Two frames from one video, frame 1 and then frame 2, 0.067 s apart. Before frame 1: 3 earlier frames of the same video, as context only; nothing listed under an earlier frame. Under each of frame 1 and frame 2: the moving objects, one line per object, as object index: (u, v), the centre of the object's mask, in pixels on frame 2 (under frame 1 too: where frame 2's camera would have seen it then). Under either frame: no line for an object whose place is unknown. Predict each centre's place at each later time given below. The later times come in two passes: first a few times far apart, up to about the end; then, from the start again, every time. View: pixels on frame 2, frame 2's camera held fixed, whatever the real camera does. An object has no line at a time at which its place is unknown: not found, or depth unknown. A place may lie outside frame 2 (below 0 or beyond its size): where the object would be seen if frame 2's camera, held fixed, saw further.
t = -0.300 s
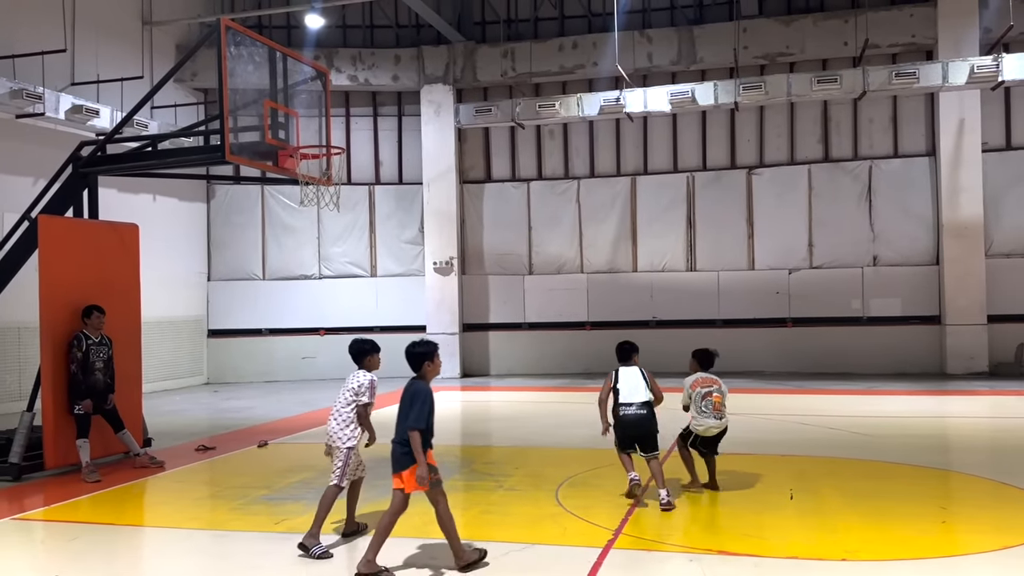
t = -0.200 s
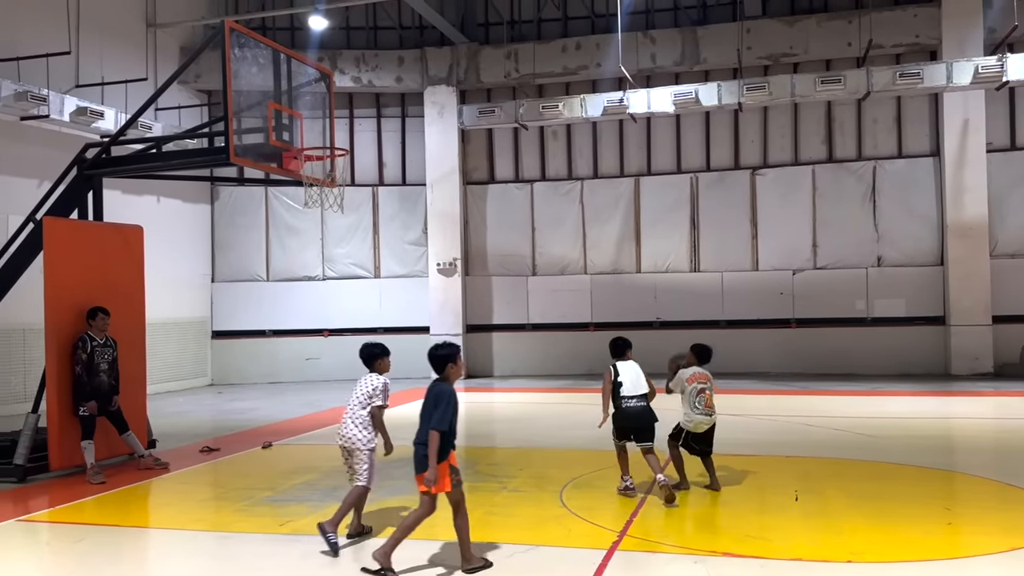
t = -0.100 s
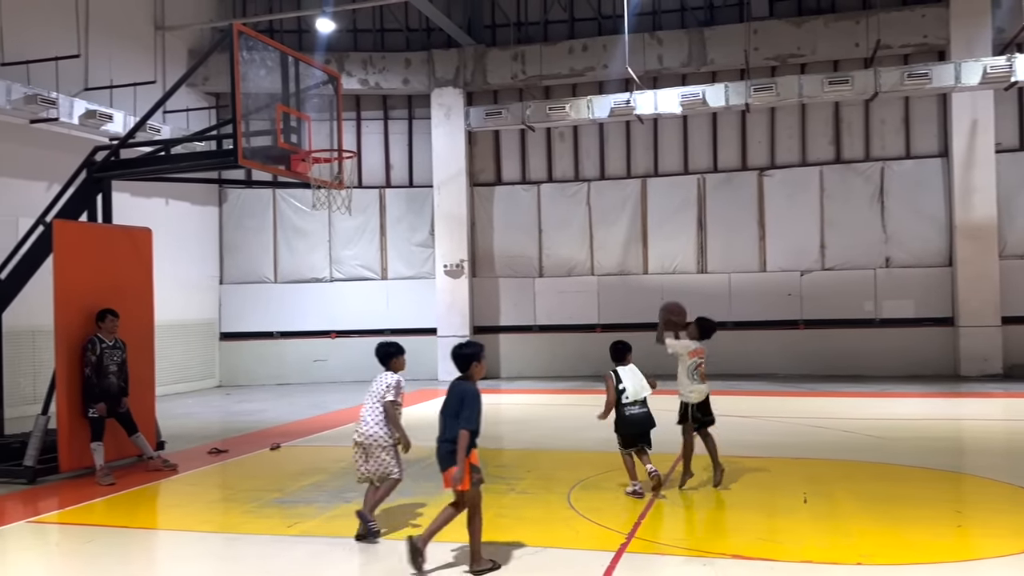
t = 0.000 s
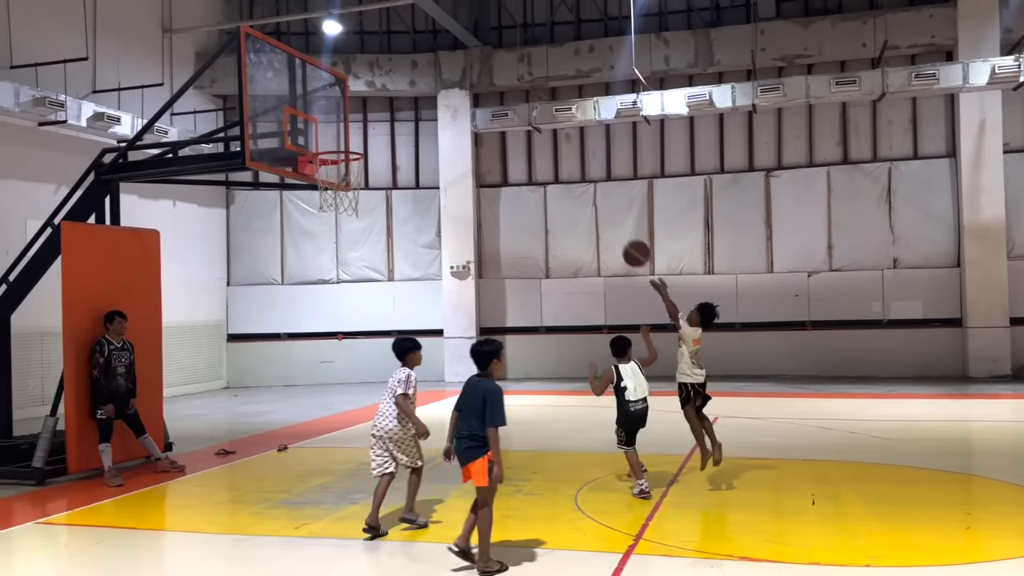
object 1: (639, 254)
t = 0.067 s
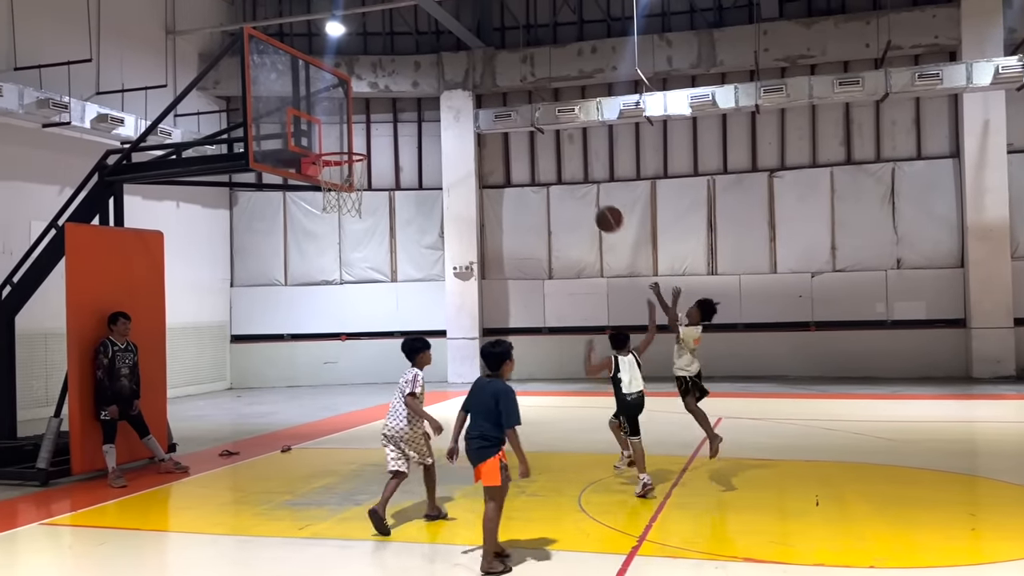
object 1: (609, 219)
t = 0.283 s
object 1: (517, 143)
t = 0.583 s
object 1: (403, 123)
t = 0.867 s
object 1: (347, 167)
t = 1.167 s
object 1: (365, 197)
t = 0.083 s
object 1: (601, 211)
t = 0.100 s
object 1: (594, 204)
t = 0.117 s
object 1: (587, 196)
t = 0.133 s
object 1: (579, 190)
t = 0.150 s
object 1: (572, 183)
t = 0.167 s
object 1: (565, 177)
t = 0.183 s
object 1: (558, 171)
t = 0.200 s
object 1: (551, 166)
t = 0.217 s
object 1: (544, 161)
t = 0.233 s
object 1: (537, 156)
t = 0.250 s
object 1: (530, 151)
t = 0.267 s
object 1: (524, 146)
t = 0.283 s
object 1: (517, 143)
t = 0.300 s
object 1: (510, 139)
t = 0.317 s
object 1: (503, 136)
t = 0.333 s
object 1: (497, 134)
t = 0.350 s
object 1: (490, 130)
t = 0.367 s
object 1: (483, 126)
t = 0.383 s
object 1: (477, 125)
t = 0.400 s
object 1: (471, 124)
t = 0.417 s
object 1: (464, 122)
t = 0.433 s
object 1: (458, 121)
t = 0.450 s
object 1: (452, 120)
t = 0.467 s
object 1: (445, 120)
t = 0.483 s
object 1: (439, 119)
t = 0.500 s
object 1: (434, 120)
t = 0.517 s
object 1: (427, 120)
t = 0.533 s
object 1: (420, 120)
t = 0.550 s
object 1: (414, 121)
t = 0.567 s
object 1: (410, 122)
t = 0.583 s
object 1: (403, 123)
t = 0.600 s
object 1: (397, 125)
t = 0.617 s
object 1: (391, 127)
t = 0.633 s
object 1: (384, 128)
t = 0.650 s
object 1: (379, 131)
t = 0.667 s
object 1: (372, 133)
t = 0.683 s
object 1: (366, 136)
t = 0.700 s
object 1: (360, 139)
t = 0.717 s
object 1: (354, 143)
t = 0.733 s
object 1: (348, 145)
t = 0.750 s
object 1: (342, 148)
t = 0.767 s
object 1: (336, 152)
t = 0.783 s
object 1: (332, 158)
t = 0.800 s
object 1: (333, 160)
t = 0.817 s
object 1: (336, 161)
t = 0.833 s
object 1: (340, 164)
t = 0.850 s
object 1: (344, 165)
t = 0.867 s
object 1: (347, 167)
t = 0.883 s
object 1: (350, 169)
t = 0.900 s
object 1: (353, 171)
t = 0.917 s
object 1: (355, 171)
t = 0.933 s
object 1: (355, 172)
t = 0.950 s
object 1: (355, 172)
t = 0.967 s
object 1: (356, 172)
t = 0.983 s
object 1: (357, 173)
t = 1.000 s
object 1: (358, 173)
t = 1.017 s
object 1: (359, 174)
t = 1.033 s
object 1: (359, 176)
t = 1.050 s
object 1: (360, 178)
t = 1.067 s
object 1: (360, 179)
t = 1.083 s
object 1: (361, 181)
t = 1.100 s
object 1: (362, 184)
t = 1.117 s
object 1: (363, 187)
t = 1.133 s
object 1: (363, 190)
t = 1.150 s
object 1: (364, 194)
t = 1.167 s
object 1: (365, 197)
